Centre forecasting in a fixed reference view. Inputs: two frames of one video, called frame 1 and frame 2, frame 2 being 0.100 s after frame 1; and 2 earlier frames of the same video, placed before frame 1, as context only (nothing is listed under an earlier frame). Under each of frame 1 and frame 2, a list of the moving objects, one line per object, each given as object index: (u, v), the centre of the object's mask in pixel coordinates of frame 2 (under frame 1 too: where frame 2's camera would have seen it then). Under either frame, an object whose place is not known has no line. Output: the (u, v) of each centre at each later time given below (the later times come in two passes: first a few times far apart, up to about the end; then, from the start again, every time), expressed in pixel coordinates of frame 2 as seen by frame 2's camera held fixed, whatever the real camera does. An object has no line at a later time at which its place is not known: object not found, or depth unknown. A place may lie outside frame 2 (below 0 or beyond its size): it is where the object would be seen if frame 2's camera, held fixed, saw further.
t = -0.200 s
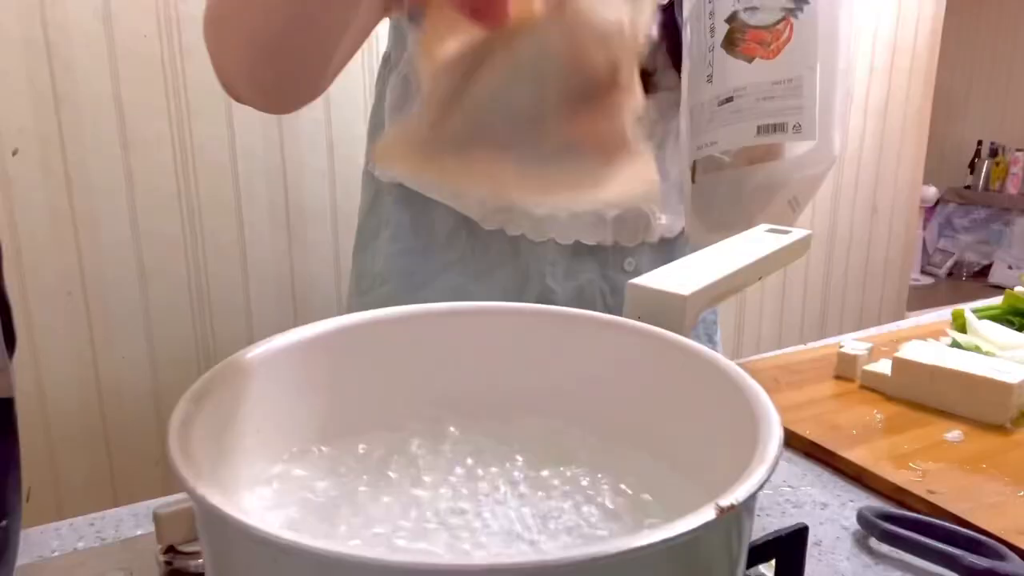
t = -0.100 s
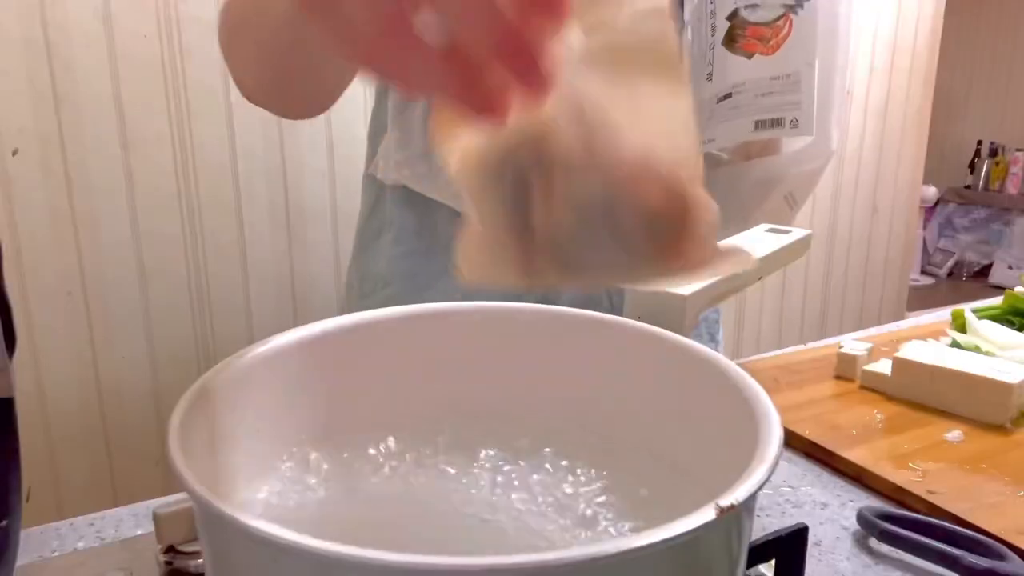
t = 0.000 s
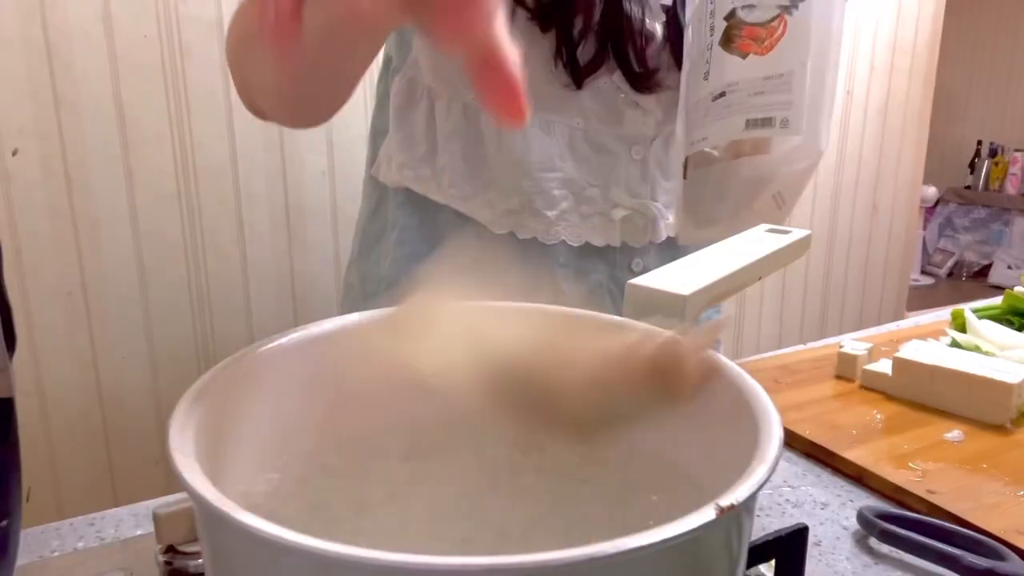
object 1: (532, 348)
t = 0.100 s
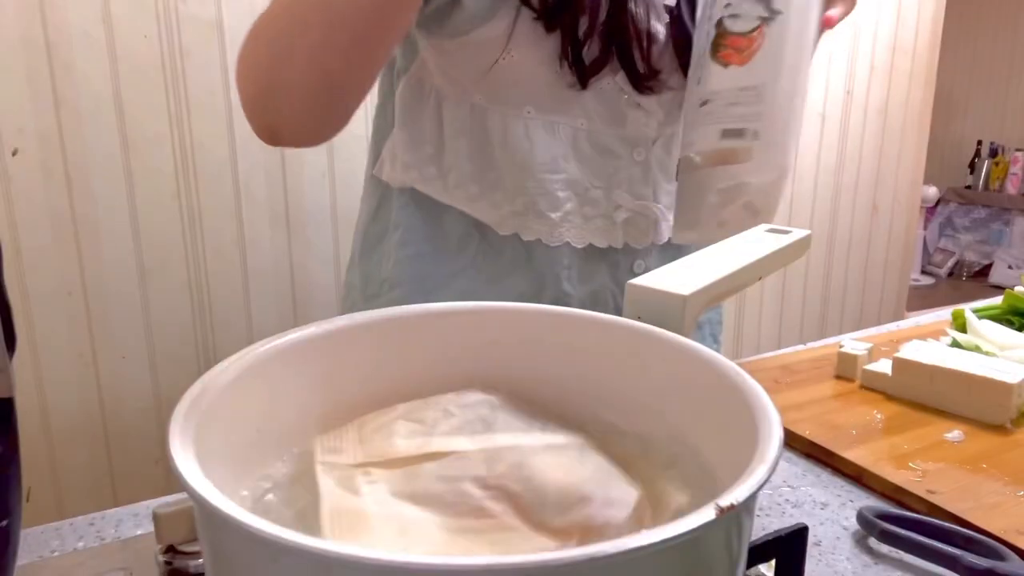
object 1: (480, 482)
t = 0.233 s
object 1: (448, 485)
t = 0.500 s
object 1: (447, 497)
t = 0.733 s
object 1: (425, 506)
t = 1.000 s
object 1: (466, 509)
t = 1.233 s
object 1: (461, 506)
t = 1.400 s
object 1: (465, 499)
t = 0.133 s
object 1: (466, 482)
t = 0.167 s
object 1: (458, 484)
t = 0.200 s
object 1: (452, 485)
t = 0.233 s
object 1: (448, 485)
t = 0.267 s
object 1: (448, 486)
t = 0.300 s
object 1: (447, 488)
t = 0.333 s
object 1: (445, 489)
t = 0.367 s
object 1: (444, 490)
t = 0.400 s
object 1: (445, 491)
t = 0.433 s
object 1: (447, 493)
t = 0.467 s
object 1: (448, 495)
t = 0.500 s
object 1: (447, 497)
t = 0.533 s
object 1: (445, 499)
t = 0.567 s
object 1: (441, 500)
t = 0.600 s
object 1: (434, 501)
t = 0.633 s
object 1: (428, 502)
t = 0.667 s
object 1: (424, 503)
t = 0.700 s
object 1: (422, 504)
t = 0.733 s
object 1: (425, 506)
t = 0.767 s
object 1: (429, 506)
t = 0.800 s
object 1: (434, 506)
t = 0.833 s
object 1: (439, 506)
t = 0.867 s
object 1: (445, 505)
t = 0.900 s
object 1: (451, 506)
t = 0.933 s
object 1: (458, 508)
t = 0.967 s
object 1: (463, 509)
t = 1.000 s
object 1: (466, 509)
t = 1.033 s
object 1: (468, 510)
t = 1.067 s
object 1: (467, 510)
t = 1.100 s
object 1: (467, 509)
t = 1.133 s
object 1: (466, 509)
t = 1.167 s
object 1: (464, 508)
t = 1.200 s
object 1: (462, 507)
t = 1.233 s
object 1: (461, 506)
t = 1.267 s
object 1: (461, 505)
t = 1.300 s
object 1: (461, 503)
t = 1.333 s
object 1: (463, 503)
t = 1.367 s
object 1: (464, 502)
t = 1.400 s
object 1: (465, 499)
